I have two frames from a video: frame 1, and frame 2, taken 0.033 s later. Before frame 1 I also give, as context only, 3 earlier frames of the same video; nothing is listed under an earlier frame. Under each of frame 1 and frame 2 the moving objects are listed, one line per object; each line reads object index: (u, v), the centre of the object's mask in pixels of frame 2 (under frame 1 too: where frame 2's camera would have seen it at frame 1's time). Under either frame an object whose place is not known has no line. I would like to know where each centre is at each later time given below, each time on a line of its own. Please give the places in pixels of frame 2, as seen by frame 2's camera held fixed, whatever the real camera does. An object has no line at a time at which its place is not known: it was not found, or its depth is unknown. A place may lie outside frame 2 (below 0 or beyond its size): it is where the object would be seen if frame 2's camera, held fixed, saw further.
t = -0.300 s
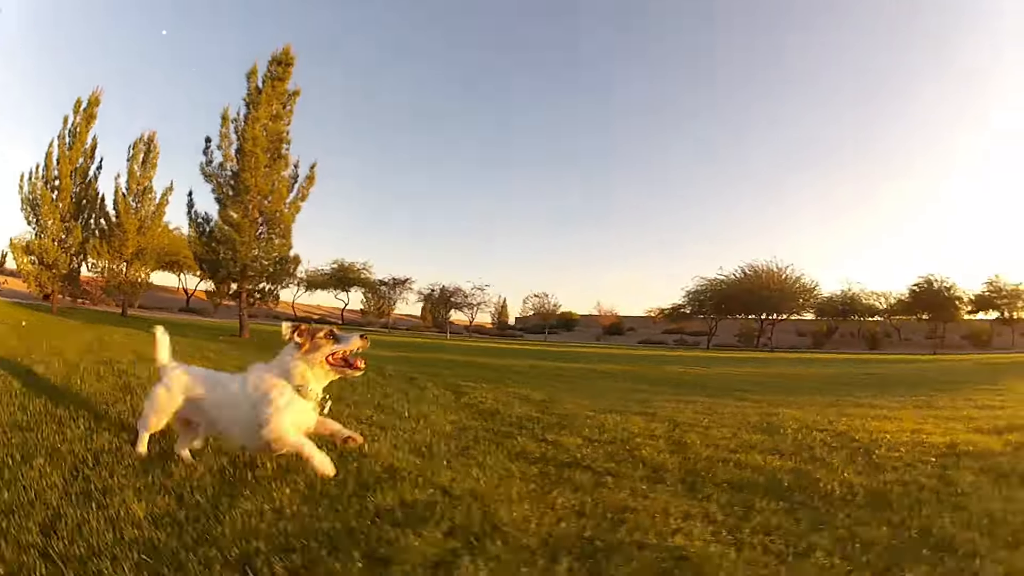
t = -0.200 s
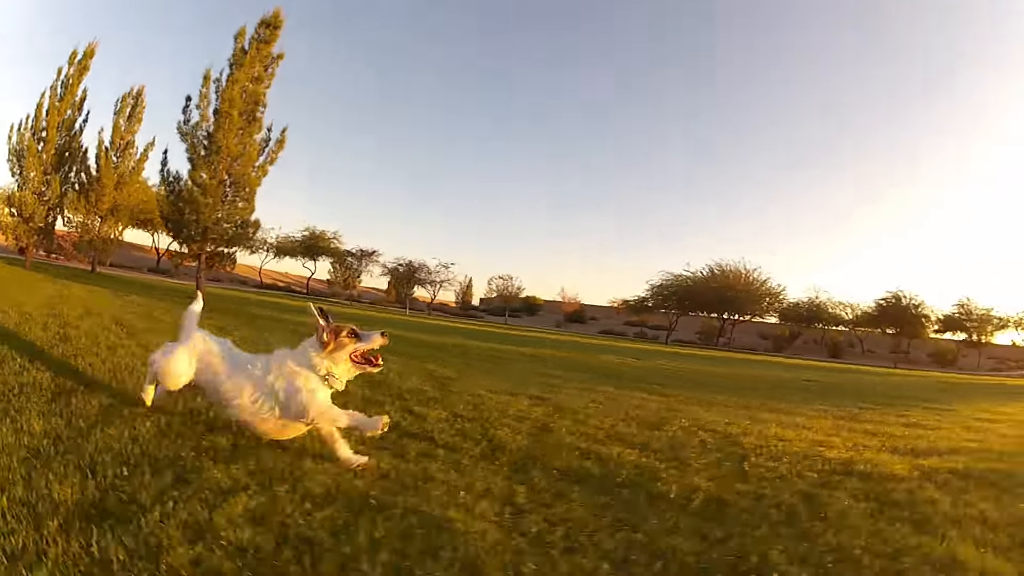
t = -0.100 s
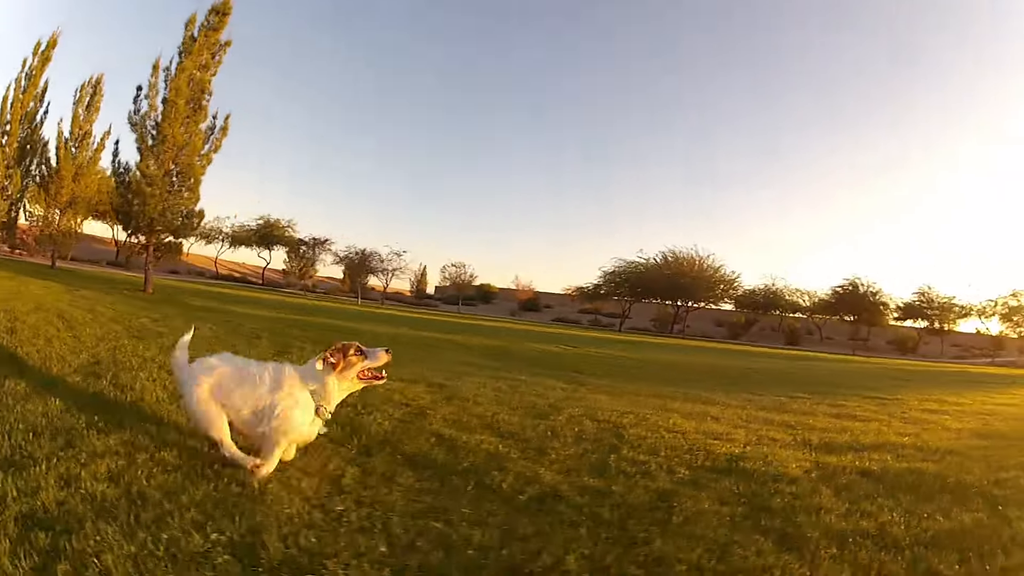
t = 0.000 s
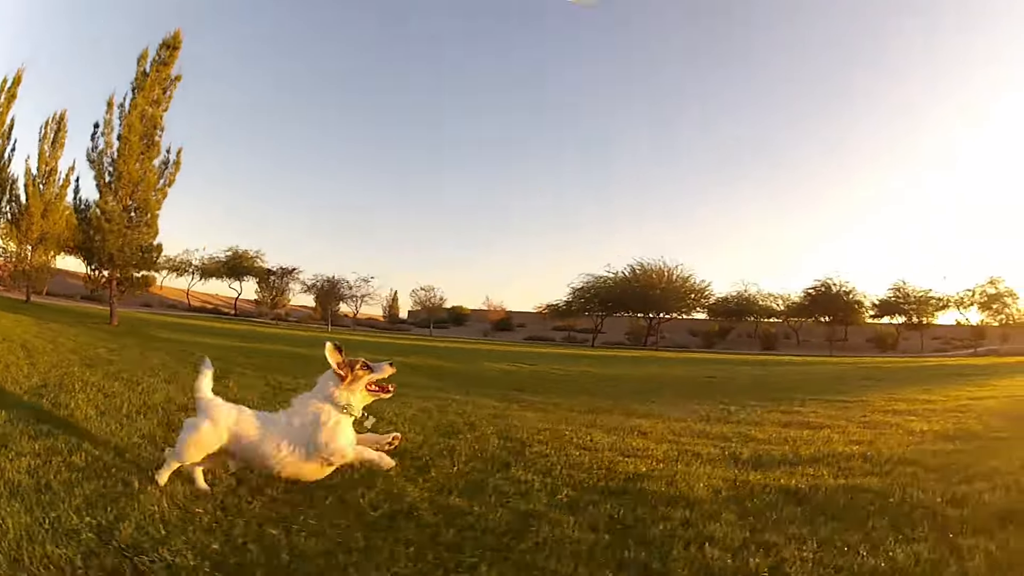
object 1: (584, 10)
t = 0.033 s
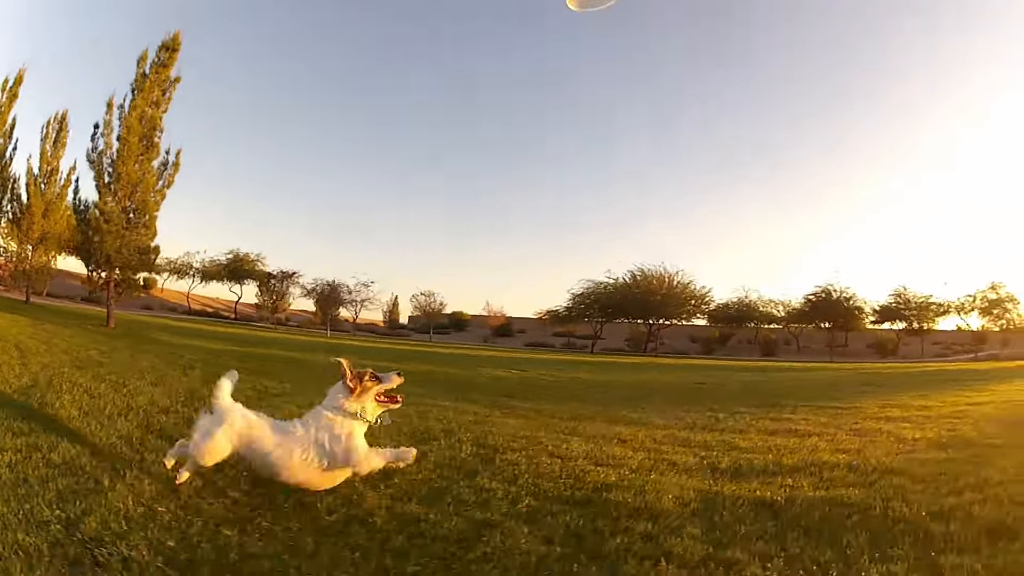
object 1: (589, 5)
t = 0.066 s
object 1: (593, 7)
